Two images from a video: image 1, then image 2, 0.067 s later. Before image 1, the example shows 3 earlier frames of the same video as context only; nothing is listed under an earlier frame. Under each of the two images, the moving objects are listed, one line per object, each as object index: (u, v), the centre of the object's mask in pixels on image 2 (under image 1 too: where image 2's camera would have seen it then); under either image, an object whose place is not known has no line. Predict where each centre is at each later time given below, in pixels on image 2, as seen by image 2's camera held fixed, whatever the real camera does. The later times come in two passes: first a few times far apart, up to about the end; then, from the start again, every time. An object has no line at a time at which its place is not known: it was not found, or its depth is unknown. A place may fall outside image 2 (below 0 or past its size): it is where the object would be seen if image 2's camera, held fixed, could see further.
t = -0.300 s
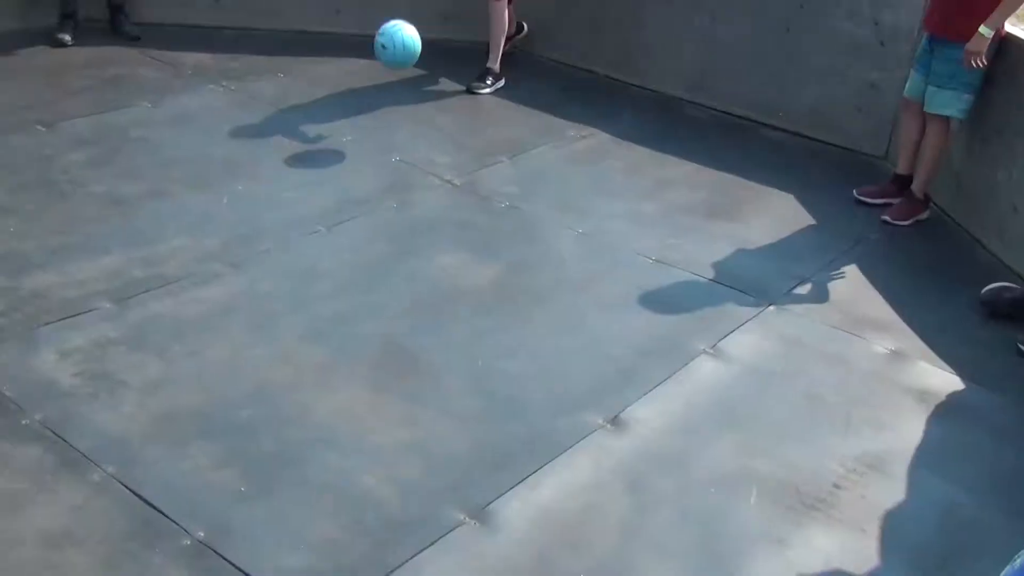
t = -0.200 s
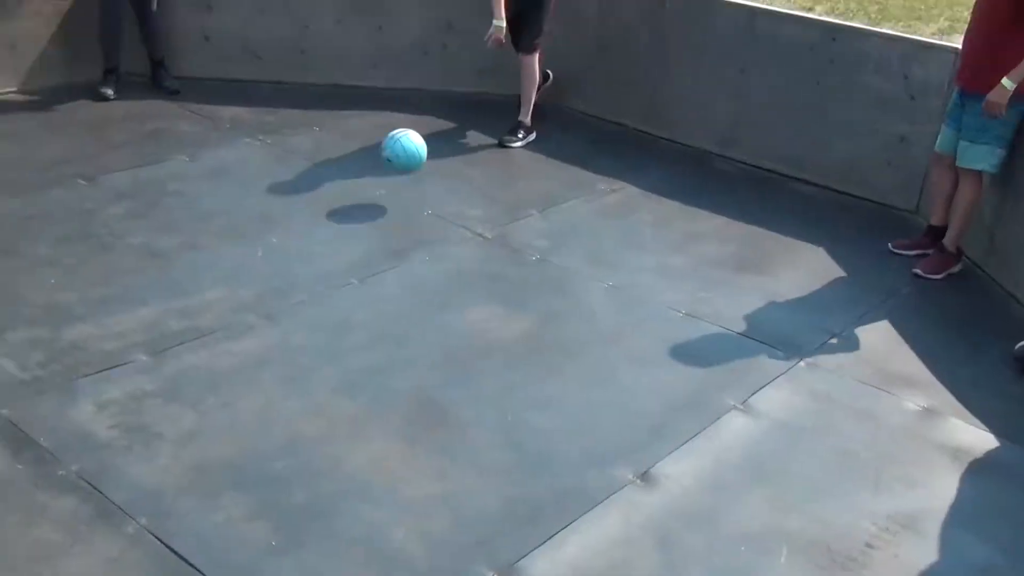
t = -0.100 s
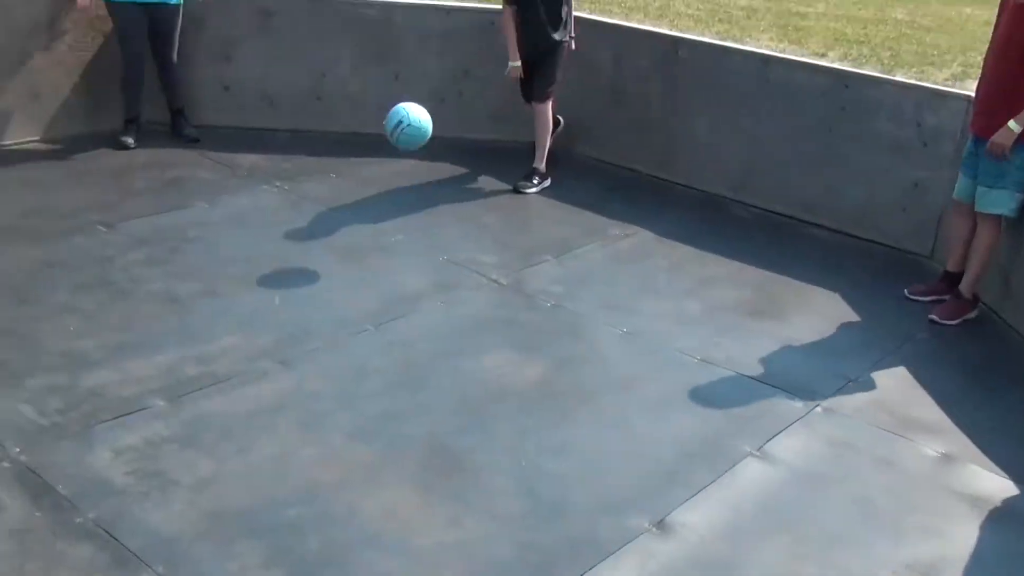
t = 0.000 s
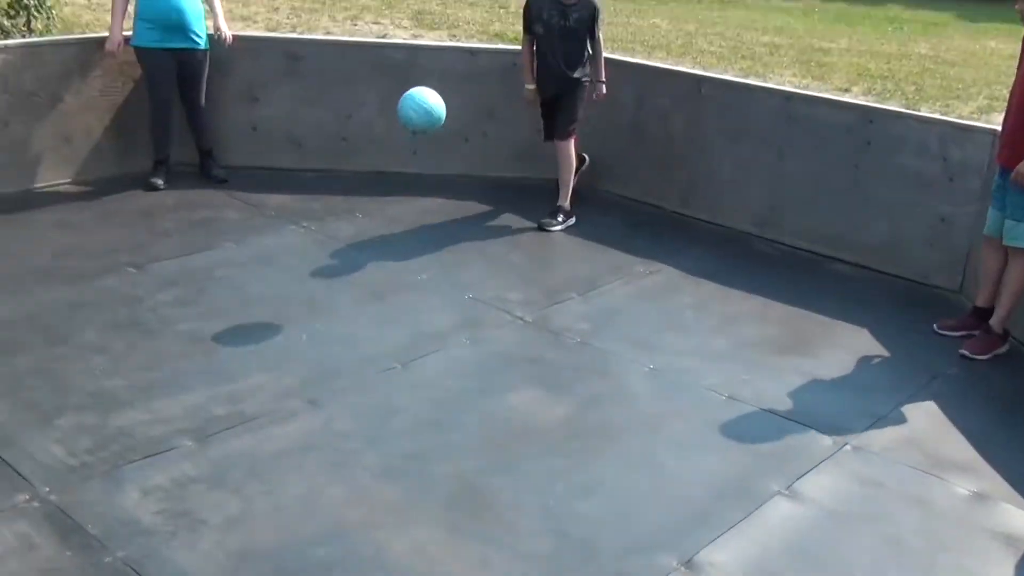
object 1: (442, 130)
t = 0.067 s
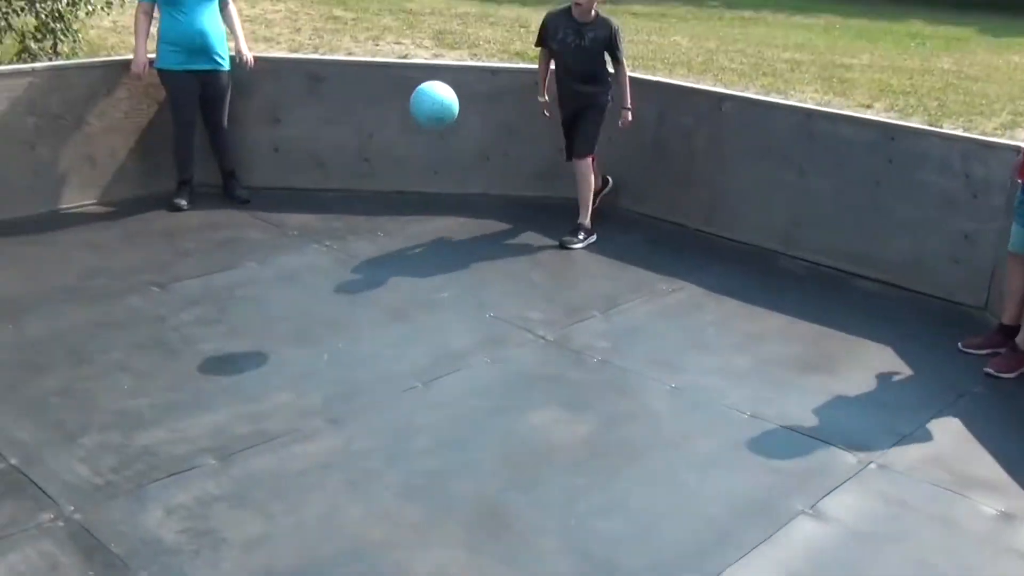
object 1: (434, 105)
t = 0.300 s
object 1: (402, 94)
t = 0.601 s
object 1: (362, 267)
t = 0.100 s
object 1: (430, 95)
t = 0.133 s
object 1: (425, 89)
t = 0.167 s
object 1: (420, 85)
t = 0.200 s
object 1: (416, 84)
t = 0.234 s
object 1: (412, 84)
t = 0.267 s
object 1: (407, 88)
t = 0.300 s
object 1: (402, 94)
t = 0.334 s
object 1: (398, 102)
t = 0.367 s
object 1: (393, 114)
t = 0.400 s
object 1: (389, 128)
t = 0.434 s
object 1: (384, 146)
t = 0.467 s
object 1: (379, 166)
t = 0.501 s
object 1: (374, 189)
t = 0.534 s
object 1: (370, 213)
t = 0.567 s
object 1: (366, 239)
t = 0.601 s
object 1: (362, 267)
